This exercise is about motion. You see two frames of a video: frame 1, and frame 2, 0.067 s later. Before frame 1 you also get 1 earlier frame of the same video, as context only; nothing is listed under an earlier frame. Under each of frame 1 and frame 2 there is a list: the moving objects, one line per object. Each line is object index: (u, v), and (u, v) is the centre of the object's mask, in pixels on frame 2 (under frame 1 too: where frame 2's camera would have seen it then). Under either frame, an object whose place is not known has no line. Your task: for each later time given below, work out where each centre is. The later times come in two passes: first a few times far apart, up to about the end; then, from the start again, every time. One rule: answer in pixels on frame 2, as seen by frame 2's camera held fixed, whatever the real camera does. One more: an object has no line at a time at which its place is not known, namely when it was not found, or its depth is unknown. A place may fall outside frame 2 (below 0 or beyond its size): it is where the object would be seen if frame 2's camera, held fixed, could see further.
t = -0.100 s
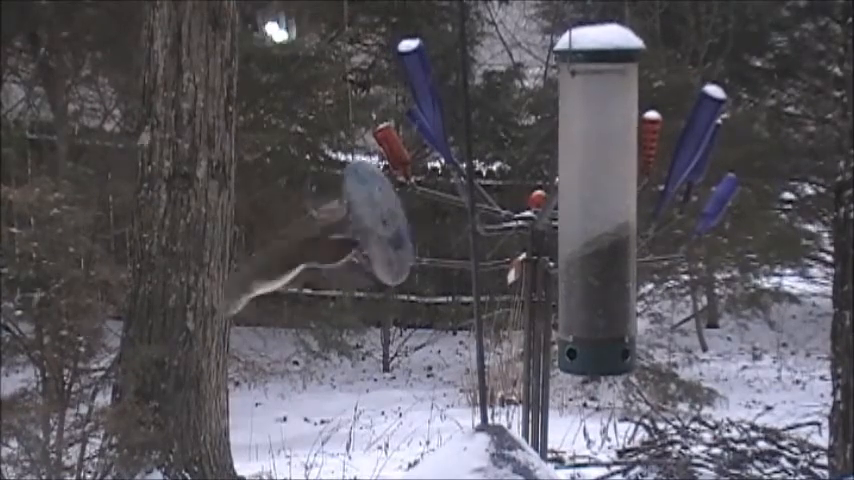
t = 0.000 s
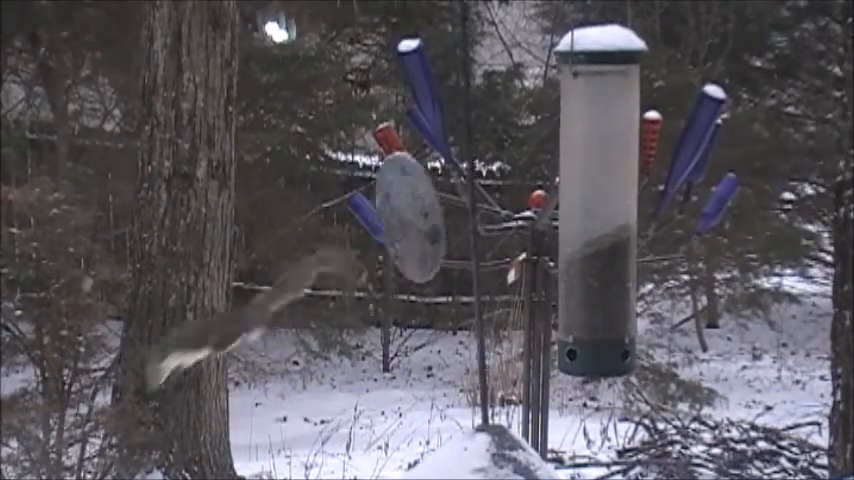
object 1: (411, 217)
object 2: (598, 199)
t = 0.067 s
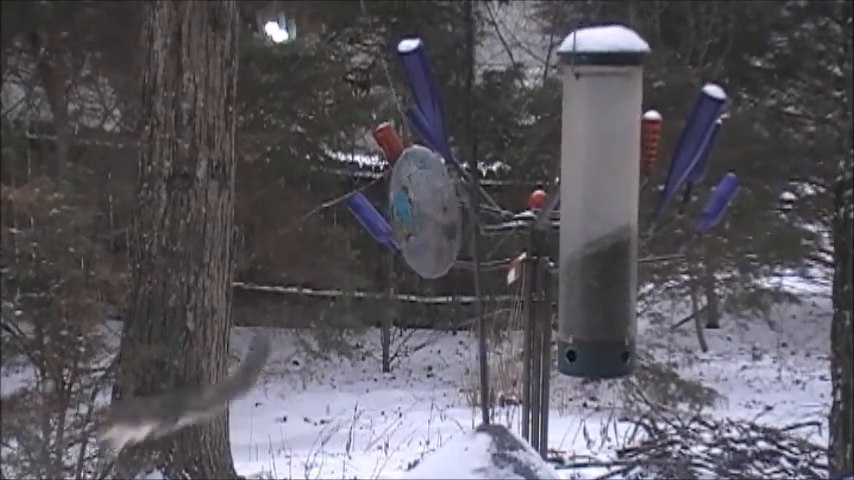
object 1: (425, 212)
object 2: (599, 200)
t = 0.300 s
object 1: (424, 213)
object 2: (606, 200)
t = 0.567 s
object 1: (346, 225)
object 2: (614, 198)
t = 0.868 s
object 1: (278, 216)
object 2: (602, 197)
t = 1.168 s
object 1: (324, 225)
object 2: (583, 197)
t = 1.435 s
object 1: (404, 218)
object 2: (584, 198)
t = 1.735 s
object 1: (412, 217)
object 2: (608, 198)
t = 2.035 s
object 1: (330, 224)
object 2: (627, 199)
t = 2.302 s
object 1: (288, 218)
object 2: (609, 197)
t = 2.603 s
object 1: (336, 226)
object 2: (575, 194)
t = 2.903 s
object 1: (405, 218)
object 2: (574, 197)
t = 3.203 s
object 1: (389, 222)
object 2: (613, 199)
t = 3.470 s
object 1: (322, 223)
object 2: (636, 198)
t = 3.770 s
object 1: (299, 219)
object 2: (611, 198)
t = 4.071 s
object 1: (358, 226)
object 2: (568, 194)
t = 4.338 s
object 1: (400, 219)
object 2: (567, 197)
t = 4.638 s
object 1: (373, 226)
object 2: (612, 199)
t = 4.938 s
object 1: (313, 223)
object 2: (641, 198)
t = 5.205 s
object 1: (314, 221)
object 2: (615, 199)
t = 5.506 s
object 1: (371, 226)
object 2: (566, 194)
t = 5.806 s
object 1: (395, 221)
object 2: (566, 196)
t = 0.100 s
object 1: (429, 210)
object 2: (600, 202)
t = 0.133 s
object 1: (432, 210)
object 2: (601, 202)
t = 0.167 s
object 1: (433, 210)
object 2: (602, 202)
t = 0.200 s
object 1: (432, 210)
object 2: (603, 200)
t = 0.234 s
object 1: (430, 211)
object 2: (604, 200)
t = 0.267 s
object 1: (428, 211)
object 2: (605, 200)
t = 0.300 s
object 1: (424, 213)
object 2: (606, 200)
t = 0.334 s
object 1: (417, 216)
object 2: (607, 200)
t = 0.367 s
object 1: (410, 218)
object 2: (609, 198)
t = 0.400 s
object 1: (401, 220)
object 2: (610, 198)
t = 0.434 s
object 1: (391, 222)
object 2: (611, 199)
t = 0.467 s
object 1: (380, 223)
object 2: (612, 199)
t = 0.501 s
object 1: (369, 223)
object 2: (613, 199)
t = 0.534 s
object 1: (357, 224)
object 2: (613, 199)
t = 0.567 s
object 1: (346, 225)
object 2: (614, 198)
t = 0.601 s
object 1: (334, 224)
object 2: (613, 198)
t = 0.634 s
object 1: (323, 223)
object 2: (613, 198)
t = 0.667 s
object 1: (313, 222)
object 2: (612, 198)
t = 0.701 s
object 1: (304, 221)
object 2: (612, 198)
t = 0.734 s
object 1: (296, 221)
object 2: (611, 197)
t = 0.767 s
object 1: (289, 220)
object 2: (609, 196)
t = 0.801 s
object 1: (283, 218)
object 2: (606, 195)
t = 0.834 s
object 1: (280, 217)
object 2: (604, 196)
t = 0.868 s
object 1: (278, 216)
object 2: (602, 197)
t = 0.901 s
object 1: (278, 216)
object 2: (600, 197)
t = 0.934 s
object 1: (279, 216)
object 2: (598, 198)
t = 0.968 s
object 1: (282, 217)
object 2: (596, 198)
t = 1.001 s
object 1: (286, 217)
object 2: (593, 198)
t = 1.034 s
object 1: (292, 218)
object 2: (591, 199)
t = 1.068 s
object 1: (298, 220)
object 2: (589, 200)
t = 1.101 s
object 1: (306, 222)
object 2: (587, 197)
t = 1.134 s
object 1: (315, 223)
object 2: (585, 197)
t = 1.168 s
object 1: (324, 225)
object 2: (583, 197)
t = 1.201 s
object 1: (336, 226)
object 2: (582, 195)
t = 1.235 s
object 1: (347, 226)
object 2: (581, 195)
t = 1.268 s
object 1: (358, 226)
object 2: (581, 195)
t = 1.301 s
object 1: (369, 226)
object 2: (580, 196)
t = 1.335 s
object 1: (379, 224)
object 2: (581, 197)
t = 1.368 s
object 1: (388, 223)
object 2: (581, 197)
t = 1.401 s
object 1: (396, 220)
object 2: (582, 198)
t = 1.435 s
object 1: (404, 218)
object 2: (584, 198)
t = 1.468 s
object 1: (411, 216)
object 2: (586, 198)
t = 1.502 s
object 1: (417, 214)
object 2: (588, 200)
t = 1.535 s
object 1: (421, 213)
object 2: (590, 200)
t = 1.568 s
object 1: (422, 213)
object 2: (593, 201)
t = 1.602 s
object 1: (423, 212)
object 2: (596, 201)
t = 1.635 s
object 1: (423, 213)
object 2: (599, 200)
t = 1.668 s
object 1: (421, 214)
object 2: (601, 200)
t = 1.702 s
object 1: (418, 216)
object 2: (605, 199)
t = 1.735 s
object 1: (412, 217)
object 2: (608, 198)
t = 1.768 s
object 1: (405, 219)
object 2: (612, 199)
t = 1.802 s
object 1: (398, 220)
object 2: (615, 199)
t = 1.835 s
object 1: (390, 222)
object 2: (618, 199)
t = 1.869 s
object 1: (381, 223)
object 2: (621, 200)
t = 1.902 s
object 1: (372, 224)
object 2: (623, 201)
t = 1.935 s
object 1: (362, 224)
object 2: (624, 201)
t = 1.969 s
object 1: (351, 225)
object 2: (626, 199)
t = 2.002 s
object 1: (341, 224)
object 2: (627, 199)
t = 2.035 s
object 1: (330, 224)
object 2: (627, 199)
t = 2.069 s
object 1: (322, 223)
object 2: (626, 198)
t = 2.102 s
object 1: (313, 223)
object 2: (625, 198)
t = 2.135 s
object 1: (306, 222)
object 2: (624, 197)
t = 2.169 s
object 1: (300, 222)
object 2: (622, 196)
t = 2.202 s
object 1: (294, 220)
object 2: (619, 196)
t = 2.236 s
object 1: (291, 220)
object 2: (616, 196)
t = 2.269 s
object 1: (289, 219)
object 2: (613, 196)
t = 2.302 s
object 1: (288, 218)
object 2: (609, 197)
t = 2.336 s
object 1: (289, 217)
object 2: (605, 197)
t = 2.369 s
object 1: (290, 217)
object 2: (601, 198)
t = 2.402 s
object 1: (294, 217)
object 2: (598, 198)
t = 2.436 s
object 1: (298, 218)
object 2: (593, 199)
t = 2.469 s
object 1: (304, 220)
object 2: (589, 198)
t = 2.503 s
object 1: (311, 221)
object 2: (585, 197)
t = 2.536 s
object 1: (319, 223)
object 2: (582, 195)
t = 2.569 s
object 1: (327, 224)
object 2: (578, 195)
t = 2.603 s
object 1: (336, 226)
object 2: (575, 194)
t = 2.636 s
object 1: (345, 227)
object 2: (573, 194)
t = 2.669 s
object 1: (354, 227)
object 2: (571, 195)
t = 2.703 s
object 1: (364, 227)
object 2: (569, 195)
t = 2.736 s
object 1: (373, 226)
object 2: (568, 196)
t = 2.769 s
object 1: (381, 224)
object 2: (569, 196)
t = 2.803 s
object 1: (388, 222)
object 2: (569, 196)
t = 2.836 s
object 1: (395, 221)
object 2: (570, 196)
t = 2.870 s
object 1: (400, 219)
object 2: (572, 198)
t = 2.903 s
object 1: (405, 218)
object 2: (574, 197)
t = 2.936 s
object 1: (408, 217)
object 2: (577, 197)
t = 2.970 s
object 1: (410, 217)
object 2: (581, 198)
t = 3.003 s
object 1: (410, 217)
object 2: (584, 198)
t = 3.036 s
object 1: (410, 217)
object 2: (589, 198)
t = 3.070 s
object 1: (409, 218)
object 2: (593, 199)
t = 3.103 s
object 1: (406, 219)
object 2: (598, 199)
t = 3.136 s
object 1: (401, 220)
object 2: (602, 198)
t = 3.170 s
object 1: (395, 221)
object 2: (607, 199)
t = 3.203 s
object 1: (389, 222)
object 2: (613, 199)
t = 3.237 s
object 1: (381, 223)
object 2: (617, 199)
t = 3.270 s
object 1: (374, 225)
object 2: (622, 200)
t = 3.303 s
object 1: (365, 225)
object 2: (626, 200)
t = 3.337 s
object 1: (356, 225)
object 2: (629, 199)
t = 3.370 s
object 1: (347, 225)
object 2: (632, 200)
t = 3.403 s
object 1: (338, 224)
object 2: (634, 199)
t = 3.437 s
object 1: (330, 224)
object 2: (635, 198)
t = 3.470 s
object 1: (322, 223)
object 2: (636, 198)
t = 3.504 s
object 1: (315, 223)
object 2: (636, 197)
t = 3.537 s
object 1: (309, 222)
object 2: (635, 197)
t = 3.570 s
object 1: (304, 222)
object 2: (633, 197)
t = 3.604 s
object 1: (300, 221)
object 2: (631, 197)
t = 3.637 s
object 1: (298, 221)
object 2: (628, 196)
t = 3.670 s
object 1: (296, 220)
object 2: (624, 197)
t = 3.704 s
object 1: (296, 220)
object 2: (620, 196)
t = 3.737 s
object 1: (297, 219)
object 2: (615, 197)
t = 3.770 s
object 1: (299, 219)
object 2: (611, 198)
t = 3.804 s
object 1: (302, 219)
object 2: (605, 198)
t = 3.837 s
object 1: (307, 220)
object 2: (600, 200)
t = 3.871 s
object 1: (313, 220)
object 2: (595, 199)
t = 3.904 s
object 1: (318, 222)
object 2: (590, 199)
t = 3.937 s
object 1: (326, 223)
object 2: (585, 196)
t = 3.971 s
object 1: (333, 224)
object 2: (580, 195)
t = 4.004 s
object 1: (342, 226)
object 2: (575, 194)
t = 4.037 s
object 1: (350, 226)
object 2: (571, 194)
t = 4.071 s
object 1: (358, 226)
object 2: (568, 194)
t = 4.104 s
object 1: (366, 226)
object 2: (565, 193)
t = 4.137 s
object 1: (373, 225)
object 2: (563, 194)
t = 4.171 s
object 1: (380, 224)
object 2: (562, 194)
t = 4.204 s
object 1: (386, 223)
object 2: (562, 194)
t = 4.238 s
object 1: (391, 222)
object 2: (562, 194)
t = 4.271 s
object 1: (395, 220)
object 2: (563, 194)
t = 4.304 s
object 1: (399, 220)
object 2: (565, 196)
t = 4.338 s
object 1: (400, 219)
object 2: (567, 197)
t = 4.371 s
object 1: (401, 219)
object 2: (570, 197)
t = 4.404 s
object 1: (401, 219)
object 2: (574, 196)
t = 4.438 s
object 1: (401, 219)
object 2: (579, 197)
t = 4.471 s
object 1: (398, 221)
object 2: (584, 196)
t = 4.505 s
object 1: (395, 221)
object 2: (589, 197)
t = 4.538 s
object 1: (391, 222)
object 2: (595, 199)
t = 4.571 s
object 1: (385, 223)
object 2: (600, 199)
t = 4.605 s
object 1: (379, 224)
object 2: (606, 199)
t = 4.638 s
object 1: (373, 226)
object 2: (612, 199)
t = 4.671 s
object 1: (365, 225)
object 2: (618, 199)
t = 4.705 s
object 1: (358, 225)
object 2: (623, 202)
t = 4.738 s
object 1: (350, 225)
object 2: (628, 200)
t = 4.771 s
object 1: (342, 225)
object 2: (632, 200)
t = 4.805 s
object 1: (335, 224)
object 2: (636, 200)
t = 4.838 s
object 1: (328, 223)
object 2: (639, 199)
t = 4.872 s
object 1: (322, 223)
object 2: (641, 199)
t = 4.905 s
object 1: (317, 223)
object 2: (641, 199)
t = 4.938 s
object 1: (313, 223)
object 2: (641, 198)
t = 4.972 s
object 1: (309, 222)
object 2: (641, 197)
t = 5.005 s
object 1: (306, 222)
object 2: (639, 197)
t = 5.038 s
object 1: (305, 222)
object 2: (637, 197)
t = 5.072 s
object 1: (305, 221)
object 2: (634, 197)
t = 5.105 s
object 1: (306, 221)
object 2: (630, 197)
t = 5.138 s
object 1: (307, 221)
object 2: (625, 198)
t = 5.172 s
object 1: (310, 221)
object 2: (620, 199)
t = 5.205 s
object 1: (314, 221)
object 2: (615, 199)
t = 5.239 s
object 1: (319, 221)
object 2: (609, 198)
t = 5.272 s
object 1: (324, 222)
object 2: (603, 198)
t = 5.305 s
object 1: (330, 222)
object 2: (598, 199)
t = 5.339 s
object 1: (337, 224)
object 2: (591, 199)
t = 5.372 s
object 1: (343, 224)
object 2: (586, 198)
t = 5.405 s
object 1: (351, 225)
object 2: (580, 196)
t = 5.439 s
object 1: (358, 226)
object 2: (574, 195)
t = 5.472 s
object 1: (365, 226)
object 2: (570, 195)
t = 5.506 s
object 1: (371, 226)
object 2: (566, 194)
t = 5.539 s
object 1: (377, 225)
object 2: (563, 194)
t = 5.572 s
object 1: (382, 224)
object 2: (560, 193)
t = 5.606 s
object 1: (387, 223)
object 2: (559, 193)
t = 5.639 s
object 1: (391, 222)
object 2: (558, 193)
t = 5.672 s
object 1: (393, 221)
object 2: (558, 193)
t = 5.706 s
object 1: (395, 220)
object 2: (559, 194)
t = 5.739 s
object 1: (396, 220)
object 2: (560, 194)
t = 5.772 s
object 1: (396, 220)
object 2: (563, 195)
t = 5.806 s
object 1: (395, 221)
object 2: (566, 196)
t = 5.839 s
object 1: (393, 221)
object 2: (570, 195)
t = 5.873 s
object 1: (390, 222)
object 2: (574, 195)
